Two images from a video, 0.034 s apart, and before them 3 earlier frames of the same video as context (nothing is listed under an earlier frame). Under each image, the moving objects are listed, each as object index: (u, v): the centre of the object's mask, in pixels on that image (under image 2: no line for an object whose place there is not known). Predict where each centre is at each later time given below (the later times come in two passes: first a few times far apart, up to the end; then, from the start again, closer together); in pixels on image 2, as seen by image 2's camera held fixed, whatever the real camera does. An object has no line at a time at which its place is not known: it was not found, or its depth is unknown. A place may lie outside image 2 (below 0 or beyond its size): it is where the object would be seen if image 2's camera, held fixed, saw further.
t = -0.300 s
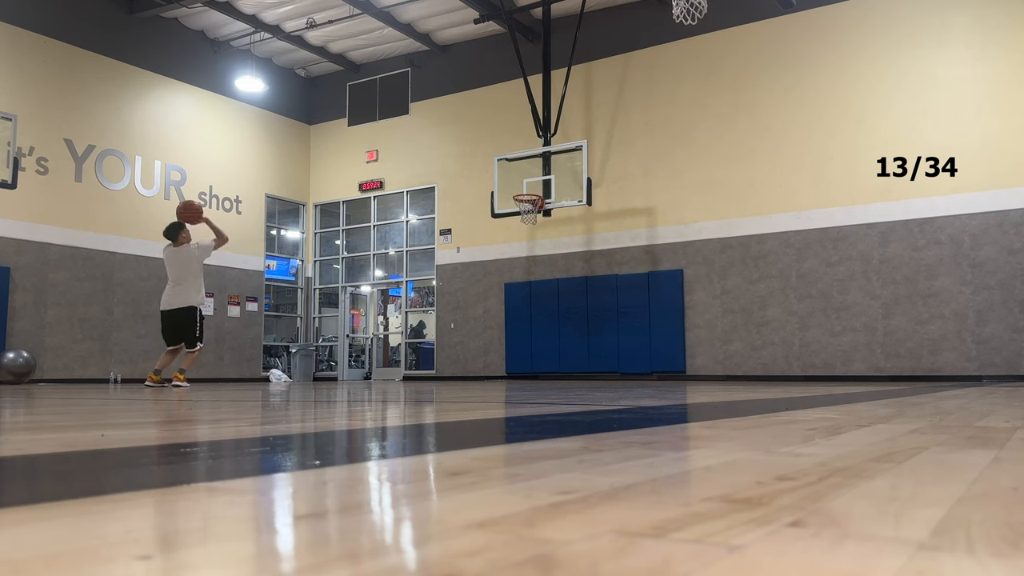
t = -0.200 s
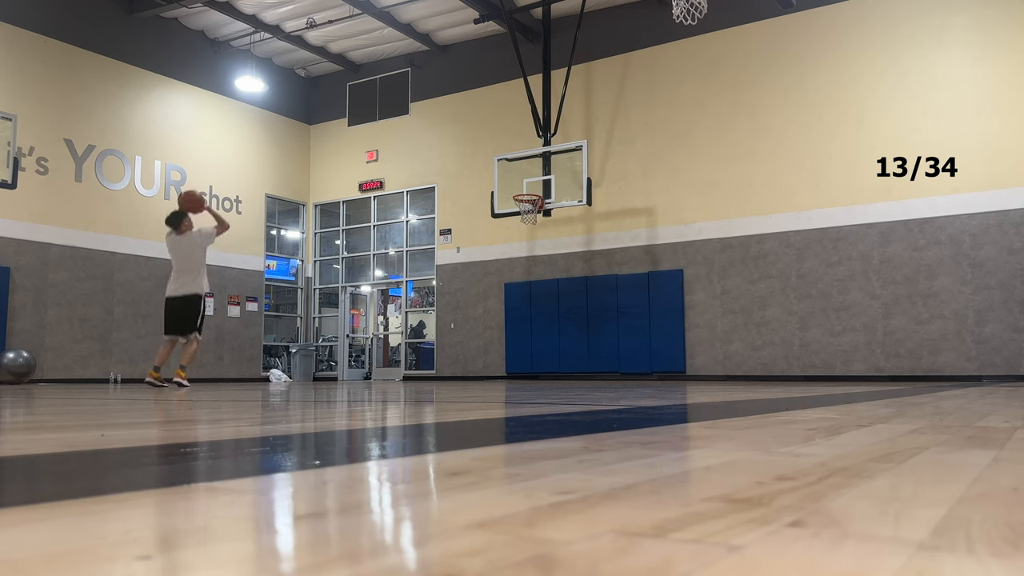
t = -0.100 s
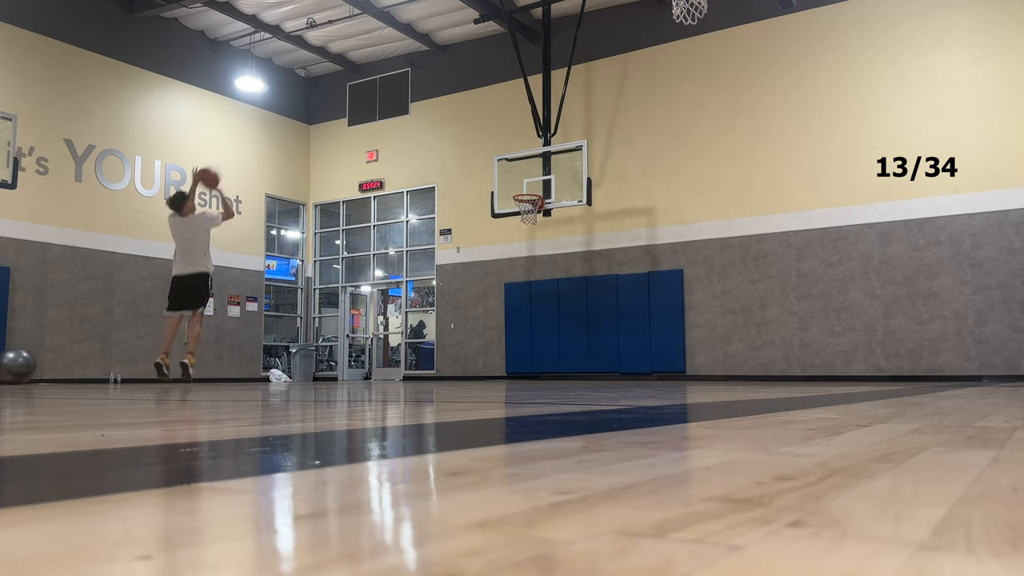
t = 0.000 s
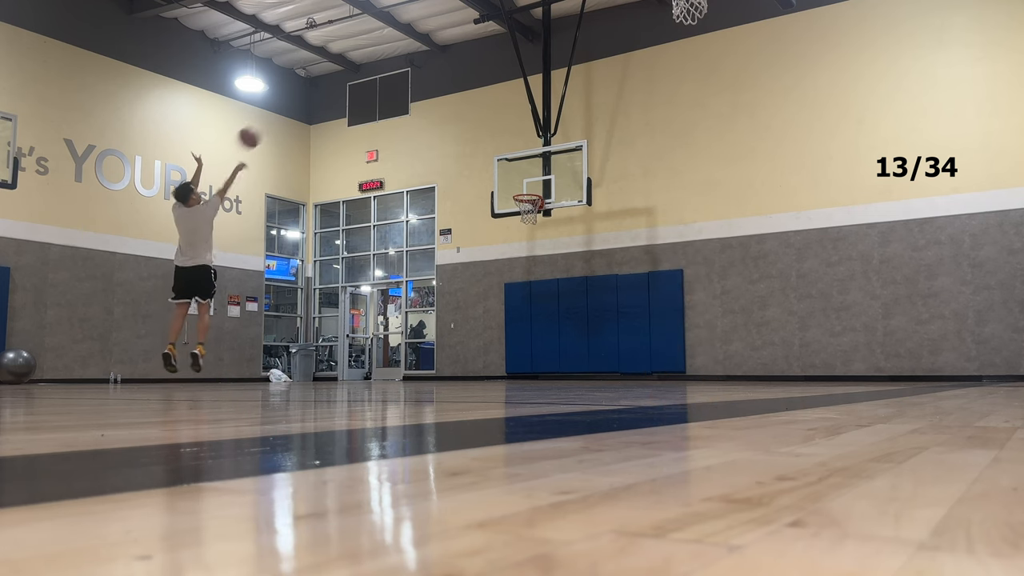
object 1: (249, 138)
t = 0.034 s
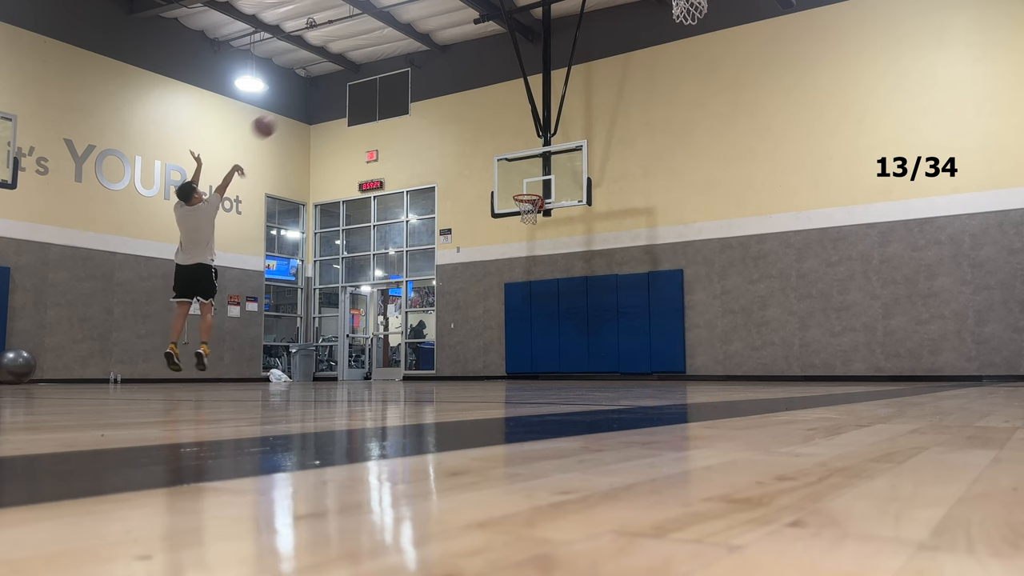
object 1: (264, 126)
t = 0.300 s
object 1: (364, 80)
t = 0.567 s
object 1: (438, 95)
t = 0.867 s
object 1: (502, 156)
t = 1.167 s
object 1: (534, 220)
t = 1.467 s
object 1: (536, 277)
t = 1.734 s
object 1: (537, 371)
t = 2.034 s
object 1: (527, 311)
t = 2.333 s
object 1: (516, 295)
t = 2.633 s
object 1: (505, 334)
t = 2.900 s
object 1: (495, 352)
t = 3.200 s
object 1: (486, 330)
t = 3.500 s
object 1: (476, 364)
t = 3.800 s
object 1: (467, 349)
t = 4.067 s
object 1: (458, 368)
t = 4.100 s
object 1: (456, 373)
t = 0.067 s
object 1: (279, 116)
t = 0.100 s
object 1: (293, 107)
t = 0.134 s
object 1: (305, 100)
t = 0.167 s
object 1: (319, 93)
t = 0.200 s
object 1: (330, 89)
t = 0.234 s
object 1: (342, 86)
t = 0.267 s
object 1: (353, 83)
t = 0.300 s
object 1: (364, 80)
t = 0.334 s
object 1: (374, 80)
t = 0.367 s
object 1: (385, 80)
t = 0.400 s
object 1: (393, 81)
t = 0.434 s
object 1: (403, 82)
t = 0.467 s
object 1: (412, 84)
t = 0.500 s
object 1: (420, 85)
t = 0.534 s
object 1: (430, 91)
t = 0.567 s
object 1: (438, 95)
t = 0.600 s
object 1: (446, 100)
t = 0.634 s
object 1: (454, 105)
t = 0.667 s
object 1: (461, 111)
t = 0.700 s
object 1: (468, 118)
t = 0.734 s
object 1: (476, 125)
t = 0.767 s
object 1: (482, 131)
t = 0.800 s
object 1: (489, 140)
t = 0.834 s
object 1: (496, 147)
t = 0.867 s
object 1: (502, 156)
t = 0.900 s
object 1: (509, 166)
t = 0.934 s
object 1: (514, 175)
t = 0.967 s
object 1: (520, 185)
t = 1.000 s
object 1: (527, 194)
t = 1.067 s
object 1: (533, 213)
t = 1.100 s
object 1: (534, 215)
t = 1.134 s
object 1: (534, 216)
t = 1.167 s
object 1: (534, 220)
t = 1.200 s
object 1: (534, 223)
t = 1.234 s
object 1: (534, 228)
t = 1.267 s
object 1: (534, 233)
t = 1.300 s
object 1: (535, 239)
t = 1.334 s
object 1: (535, 245)
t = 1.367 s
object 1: (535, 252)
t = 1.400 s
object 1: (536, 260)
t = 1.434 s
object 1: (536, 269)
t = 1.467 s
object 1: (536, 277)
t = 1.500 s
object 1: (536, 287)
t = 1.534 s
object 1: (536, 297)
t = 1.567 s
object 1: (536, 307)
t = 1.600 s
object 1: (536, 318)
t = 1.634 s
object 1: (537, 331)
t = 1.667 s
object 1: (537, 344)
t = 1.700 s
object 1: (537, 358)
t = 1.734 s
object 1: (537, 371)
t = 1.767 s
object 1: (537, 369)
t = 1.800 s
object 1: (536, 359)
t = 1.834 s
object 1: (535, 350)
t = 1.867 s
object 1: (533, 342)
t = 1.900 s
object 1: (532, 335)
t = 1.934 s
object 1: (531, 329)
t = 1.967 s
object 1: (529, 322)
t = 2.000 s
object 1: (528, 316)
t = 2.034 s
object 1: (527, 311)
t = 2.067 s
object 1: (526, 307)
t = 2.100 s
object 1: (524, 304)
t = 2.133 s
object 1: (523, 300)
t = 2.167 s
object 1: (522, 298)
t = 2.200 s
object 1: (521, 296)
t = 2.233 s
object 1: (520, 295)
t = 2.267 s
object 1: (518, 295)
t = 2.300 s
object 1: (517, 295)
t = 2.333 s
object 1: (516, 295)
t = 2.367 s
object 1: (514, 297)
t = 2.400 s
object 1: (513, 299)
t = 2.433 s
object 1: (512, 302)
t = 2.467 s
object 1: (511, 306)
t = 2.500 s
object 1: (509, 310)
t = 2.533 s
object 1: (508, 315)
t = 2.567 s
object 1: (507, 321)
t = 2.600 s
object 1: (506, 327)
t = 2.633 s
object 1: (505, 334)
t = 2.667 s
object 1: (504, 342)
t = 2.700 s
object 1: (502, 351)
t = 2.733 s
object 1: (501, 359)
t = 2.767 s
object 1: (499, 369)
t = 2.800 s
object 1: (499, 371)
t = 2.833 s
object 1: (497, 365)
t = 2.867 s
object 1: (496, 358)
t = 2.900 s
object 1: (495, 352)
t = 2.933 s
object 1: (494, 347)
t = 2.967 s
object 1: (493, 342)
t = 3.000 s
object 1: (492, 339)
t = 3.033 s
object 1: (491, 335)
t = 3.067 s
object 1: (490, 333)
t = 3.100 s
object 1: (489, 331)
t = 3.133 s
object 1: (488, 330)
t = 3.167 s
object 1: (487, 330)
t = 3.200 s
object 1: (486, 330)
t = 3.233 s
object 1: (485, 331)
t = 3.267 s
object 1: (484, 332)
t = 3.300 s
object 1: (482, 335)
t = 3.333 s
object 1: (482, 338)
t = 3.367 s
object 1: (481, 342)
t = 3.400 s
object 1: (479, 346)
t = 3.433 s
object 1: (478, 351)
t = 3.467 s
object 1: (477, 357)
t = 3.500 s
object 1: (476, 364)
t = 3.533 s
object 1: (475, 372)
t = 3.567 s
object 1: (474, 372)
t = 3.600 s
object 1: (473, 366)
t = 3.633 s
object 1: (472, 362)
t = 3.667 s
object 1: (471, 358)
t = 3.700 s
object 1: (470, 355)
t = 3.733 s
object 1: (469, 352)
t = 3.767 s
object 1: (468, 350)
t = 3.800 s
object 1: (467, 349)
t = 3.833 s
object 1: (465, 349)
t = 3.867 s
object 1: (464, 350)
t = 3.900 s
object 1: (463, 350)
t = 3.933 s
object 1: (462, 353)
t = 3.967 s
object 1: (461, 355)
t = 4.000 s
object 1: (460, 358)
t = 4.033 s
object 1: (459, 363)
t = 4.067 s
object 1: (458, 368)
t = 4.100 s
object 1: (456, 373)
